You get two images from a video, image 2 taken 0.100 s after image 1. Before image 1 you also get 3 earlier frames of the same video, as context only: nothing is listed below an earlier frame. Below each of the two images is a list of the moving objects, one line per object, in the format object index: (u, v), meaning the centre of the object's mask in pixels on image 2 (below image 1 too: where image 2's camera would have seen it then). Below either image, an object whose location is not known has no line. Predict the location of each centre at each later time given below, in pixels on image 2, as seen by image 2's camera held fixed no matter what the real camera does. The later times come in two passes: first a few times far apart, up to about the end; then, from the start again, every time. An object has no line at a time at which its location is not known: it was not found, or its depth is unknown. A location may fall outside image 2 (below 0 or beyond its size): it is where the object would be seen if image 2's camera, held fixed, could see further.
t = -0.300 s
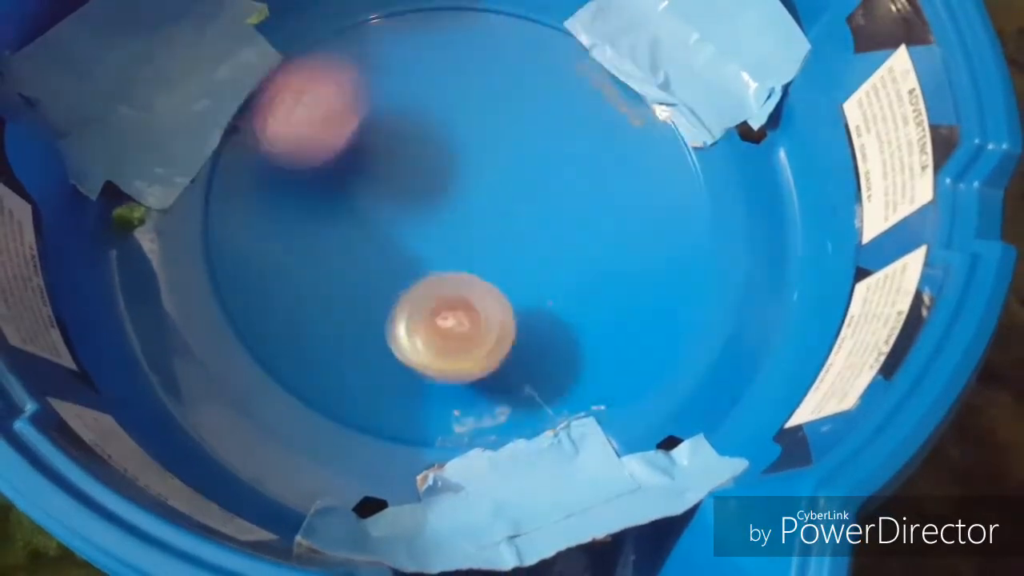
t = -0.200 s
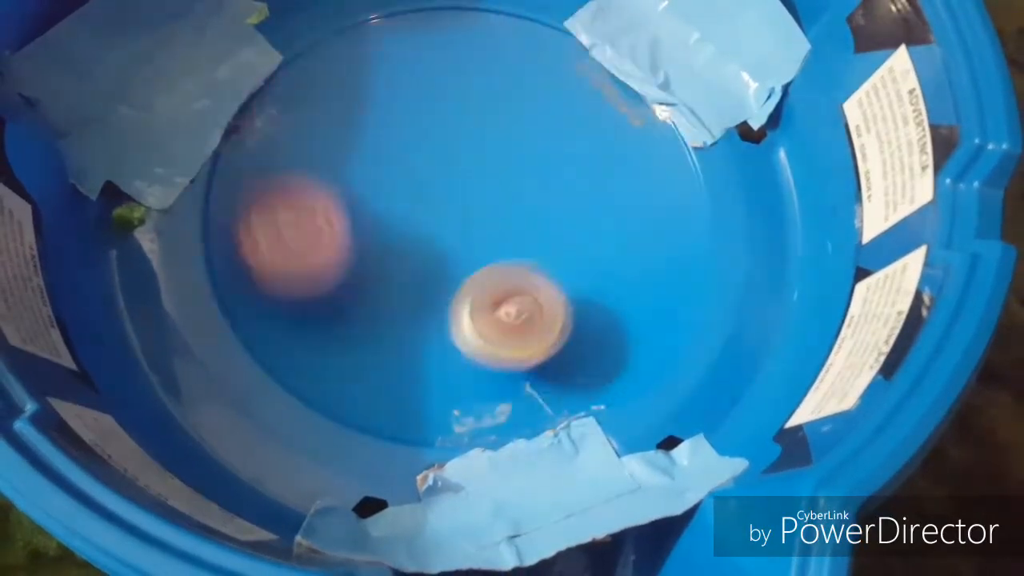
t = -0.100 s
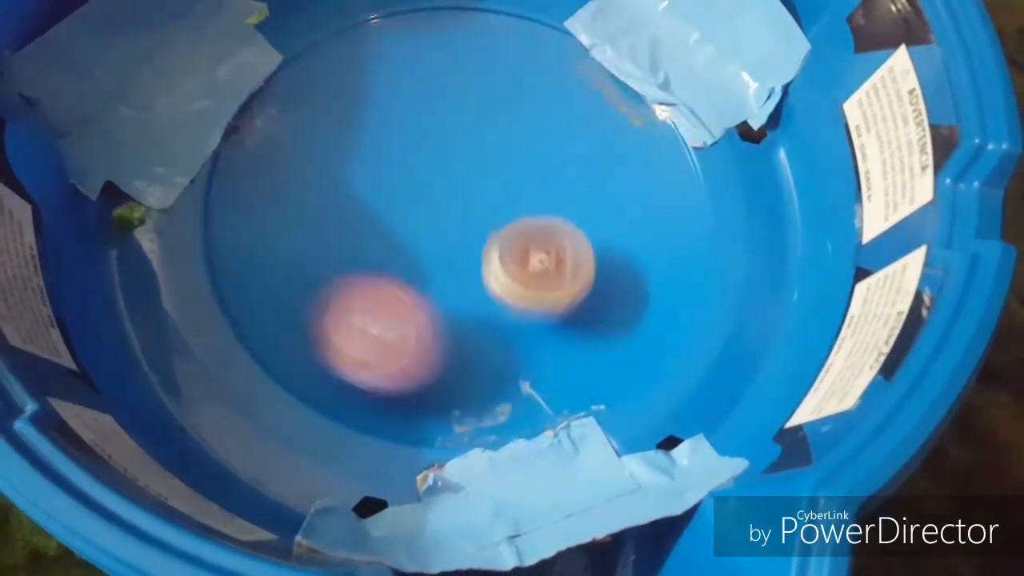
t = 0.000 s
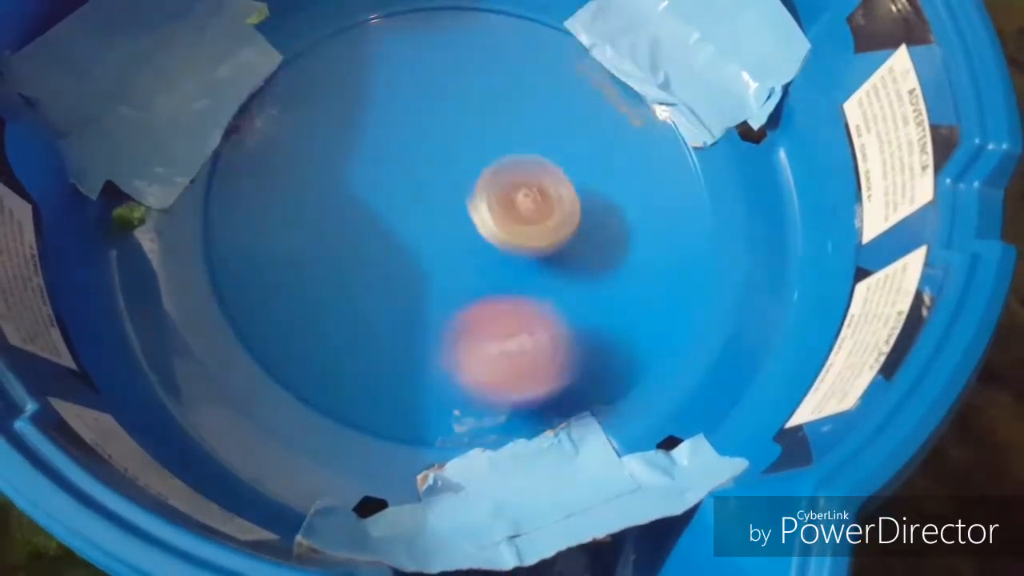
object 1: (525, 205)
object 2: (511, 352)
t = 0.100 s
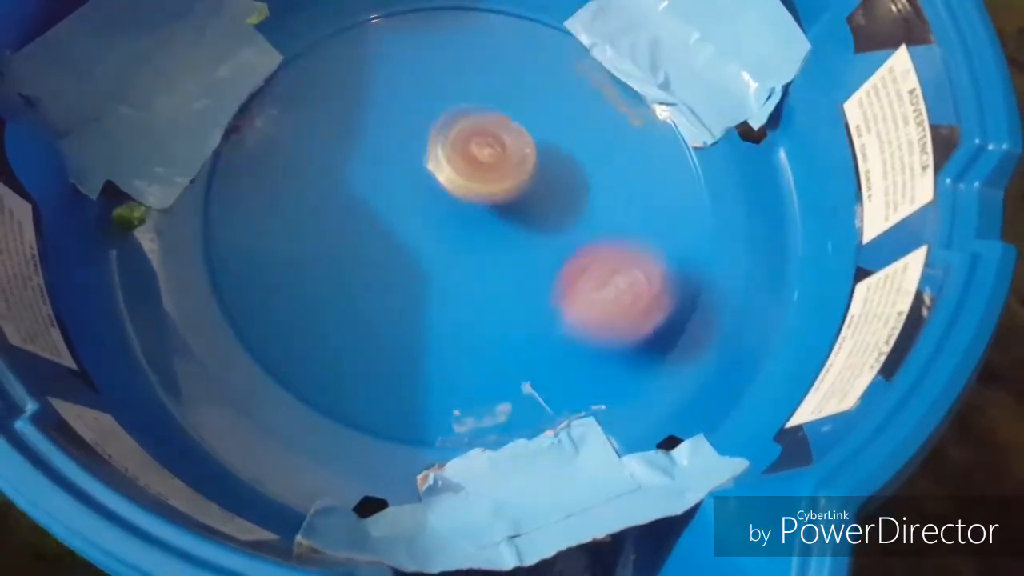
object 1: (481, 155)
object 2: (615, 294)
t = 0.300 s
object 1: (363, 119)
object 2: (595, 118)
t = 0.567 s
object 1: (335, 227)
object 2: (340, 115)
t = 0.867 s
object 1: (554, 304)
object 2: (421, 286)
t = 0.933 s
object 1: (613, 283)
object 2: (465, 269)
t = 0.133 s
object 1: (464, 144)
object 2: (634, 265)
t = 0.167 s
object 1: (443, 134)
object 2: (643, 234)
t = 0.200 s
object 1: (423, 126)
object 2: (645, 204)
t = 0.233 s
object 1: (402, 120)
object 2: (637, 172)
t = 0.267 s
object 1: (383, 118)
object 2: (619, 142)
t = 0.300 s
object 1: (363, 119)
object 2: (595, 118)
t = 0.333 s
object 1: (344, 123)
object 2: (570, 97)
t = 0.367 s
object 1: (327, 130)
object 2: (539, 81)
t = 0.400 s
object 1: (315, 141)
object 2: (503, 70)
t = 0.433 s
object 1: (306, 156)
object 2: (466, 65)
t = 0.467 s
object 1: (302, 173)
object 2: (430, 68)
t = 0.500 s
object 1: (307, 192)
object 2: (395, 78)
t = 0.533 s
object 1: (319, 210)
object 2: (365, 94)
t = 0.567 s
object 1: (335, 227)
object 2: (340, 115)
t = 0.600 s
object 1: (354, 255)
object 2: (322, 134)
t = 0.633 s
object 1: (372, 278)
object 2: (309, 152)
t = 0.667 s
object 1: (395, 294)
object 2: (302, 178)
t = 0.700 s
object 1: (424, 307)
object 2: (303, 206)
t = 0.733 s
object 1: (449, 313)
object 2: (313, 233)
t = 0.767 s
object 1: (477, 316)
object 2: (333, 256)
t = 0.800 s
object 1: (504, 316)
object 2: (359, 273)
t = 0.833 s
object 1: (529, 311)
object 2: (390, 283)
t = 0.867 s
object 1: (554, 304)
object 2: (421, 286)
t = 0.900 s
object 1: (583, 293)
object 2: (451, 281)
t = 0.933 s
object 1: (613, 283)
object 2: (465, 269)
